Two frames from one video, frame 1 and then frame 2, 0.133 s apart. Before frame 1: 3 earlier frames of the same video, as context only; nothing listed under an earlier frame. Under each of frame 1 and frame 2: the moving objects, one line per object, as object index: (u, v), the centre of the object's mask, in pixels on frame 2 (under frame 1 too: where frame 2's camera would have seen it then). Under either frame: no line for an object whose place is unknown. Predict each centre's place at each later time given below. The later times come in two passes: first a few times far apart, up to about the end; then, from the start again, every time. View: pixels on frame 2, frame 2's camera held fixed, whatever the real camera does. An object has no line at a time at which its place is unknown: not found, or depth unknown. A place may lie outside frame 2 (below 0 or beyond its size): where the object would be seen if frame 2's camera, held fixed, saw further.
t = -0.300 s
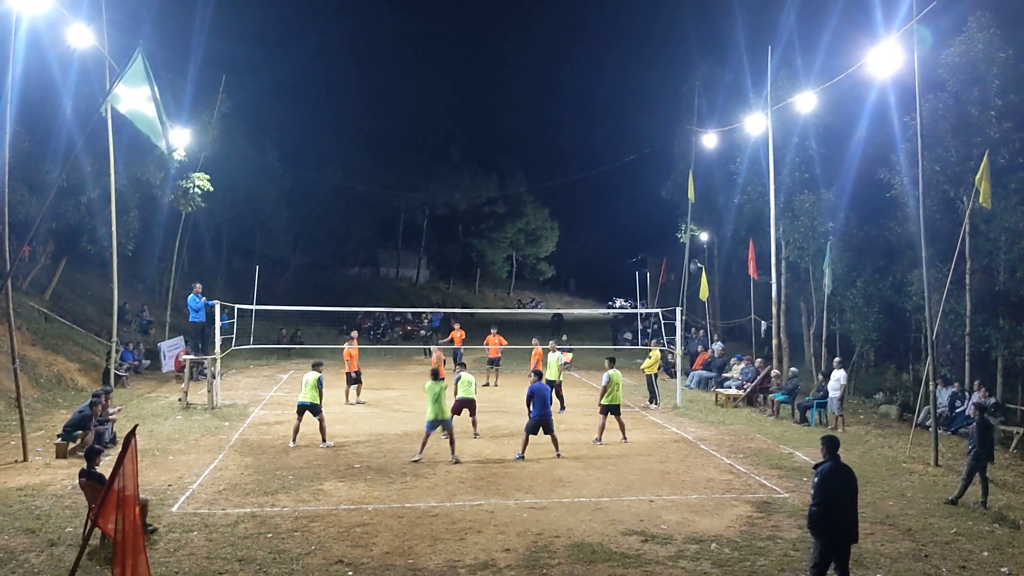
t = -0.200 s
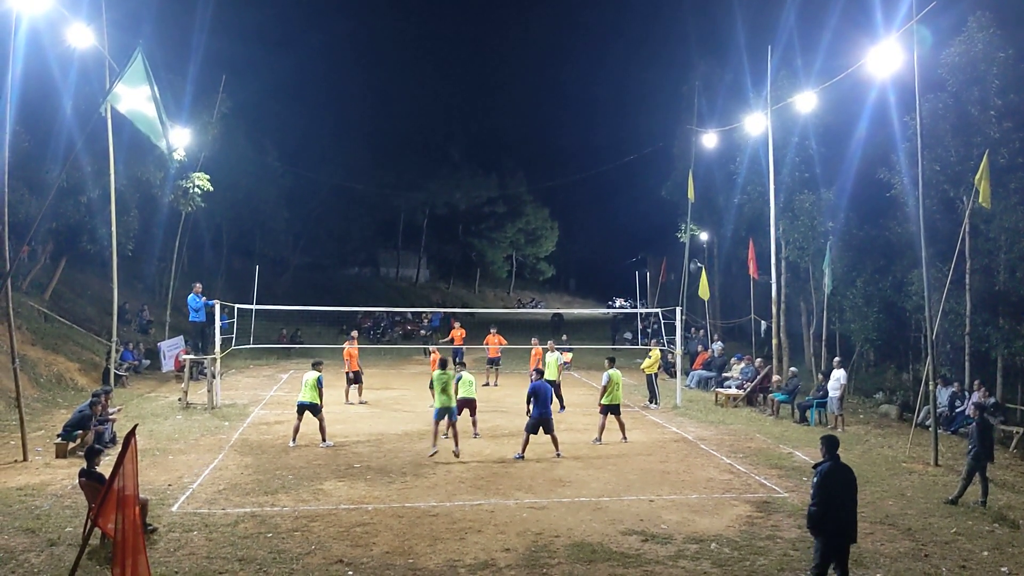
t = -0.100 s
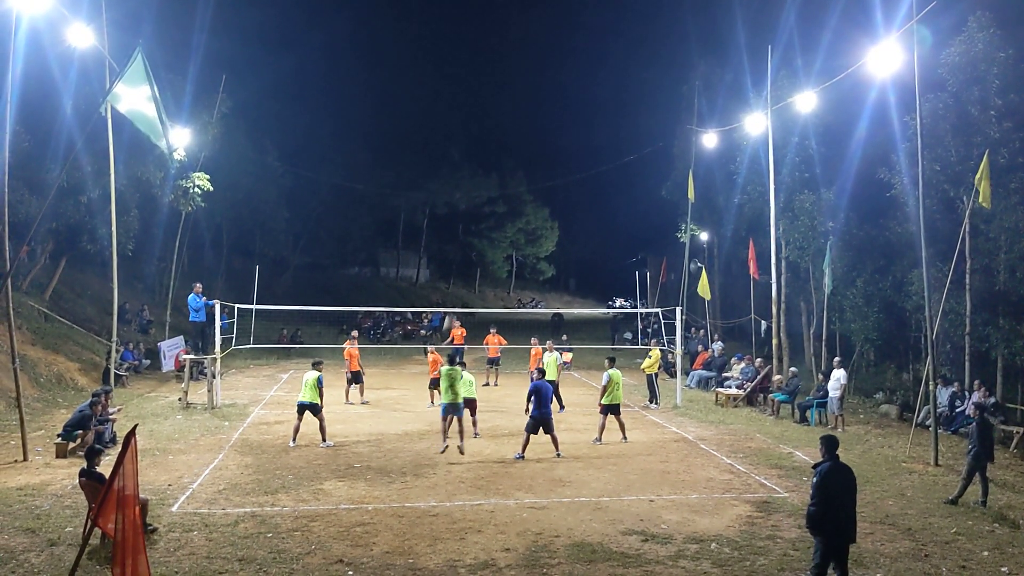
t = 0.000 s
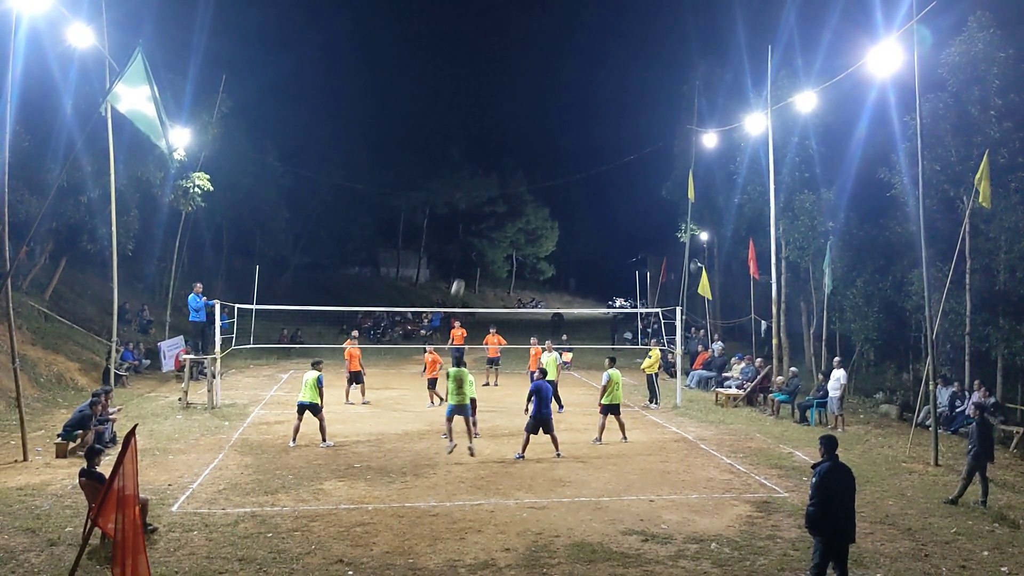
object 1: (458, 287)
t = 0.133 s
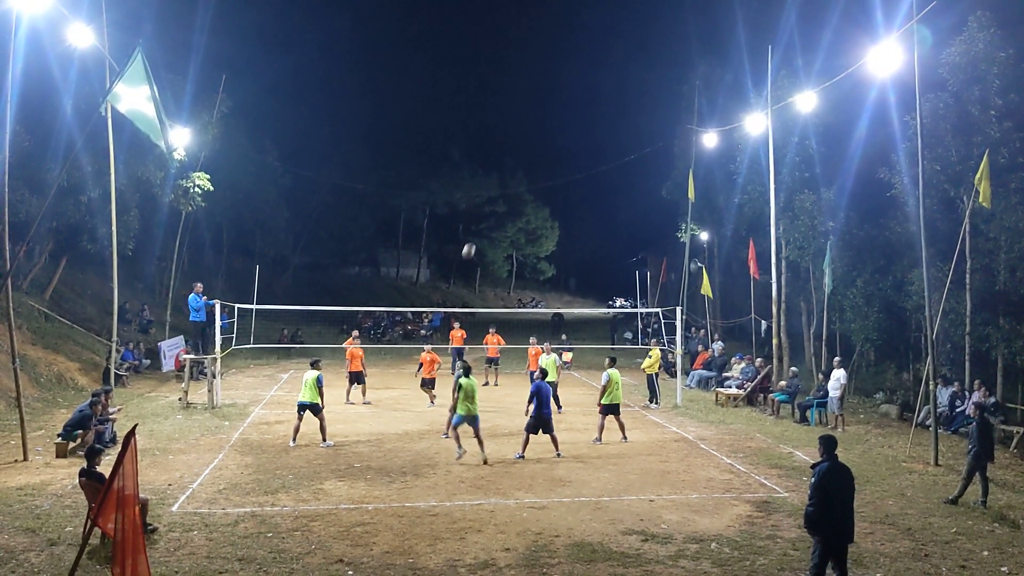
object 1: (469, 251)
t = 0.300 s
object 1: (481, 218)
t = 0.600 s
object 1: (501, 197)
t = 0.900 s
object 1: (519, 220)
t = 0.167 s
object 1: (471, 243)
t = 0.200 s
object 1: (474, 236)
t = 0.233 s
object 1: (476, 229)
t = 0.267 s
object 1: (478, 223)
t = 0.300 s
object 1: (481, 218)
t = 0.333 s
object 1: (483, 213)
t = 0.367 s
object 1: (485, 209)
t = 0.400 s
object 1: (488, 206)
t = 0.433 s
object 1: (490, 203)
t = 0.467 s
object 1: (492, 200)
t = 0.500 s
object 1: (494, 199)
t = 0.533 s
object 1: (496, 198)
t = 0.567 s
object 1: (499, 197)
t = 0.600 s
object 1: (501, 197)
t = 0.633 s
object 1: (503, 197)
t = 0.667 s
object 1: (505, 198)
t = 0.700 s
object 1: (507, 199)
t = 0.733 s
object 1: (509, 202)
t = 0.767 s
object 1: (511, 204)
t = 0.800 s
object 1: (513, 207)
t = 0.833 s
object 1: (515, 211)
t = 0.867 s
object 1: (518, 215)
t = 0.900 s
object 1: (519, 220)
